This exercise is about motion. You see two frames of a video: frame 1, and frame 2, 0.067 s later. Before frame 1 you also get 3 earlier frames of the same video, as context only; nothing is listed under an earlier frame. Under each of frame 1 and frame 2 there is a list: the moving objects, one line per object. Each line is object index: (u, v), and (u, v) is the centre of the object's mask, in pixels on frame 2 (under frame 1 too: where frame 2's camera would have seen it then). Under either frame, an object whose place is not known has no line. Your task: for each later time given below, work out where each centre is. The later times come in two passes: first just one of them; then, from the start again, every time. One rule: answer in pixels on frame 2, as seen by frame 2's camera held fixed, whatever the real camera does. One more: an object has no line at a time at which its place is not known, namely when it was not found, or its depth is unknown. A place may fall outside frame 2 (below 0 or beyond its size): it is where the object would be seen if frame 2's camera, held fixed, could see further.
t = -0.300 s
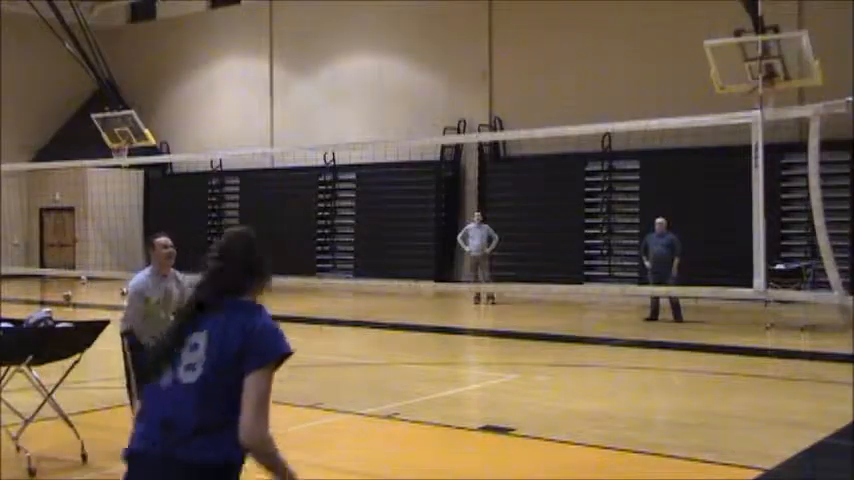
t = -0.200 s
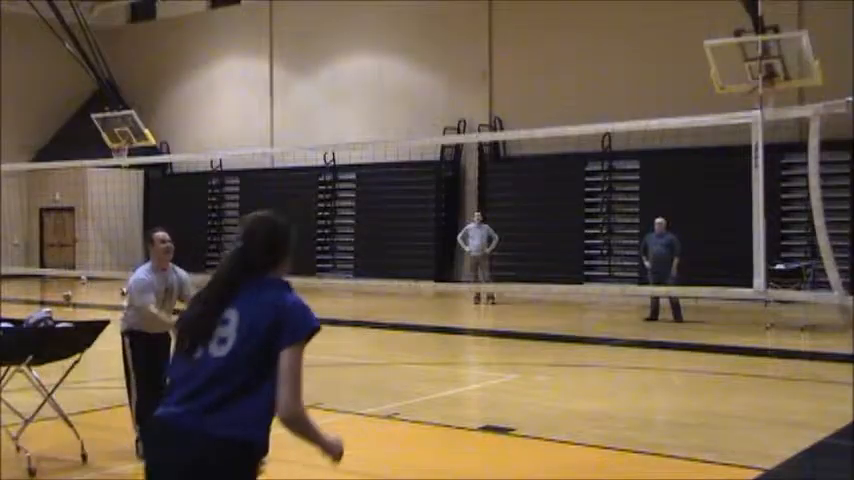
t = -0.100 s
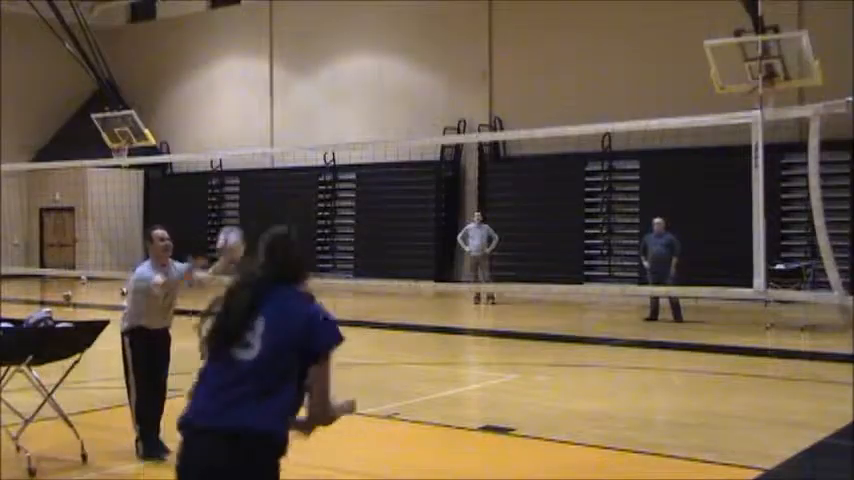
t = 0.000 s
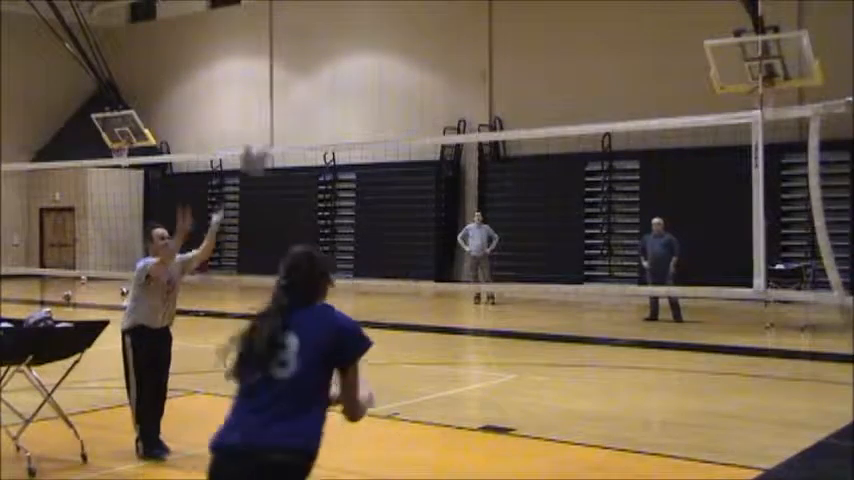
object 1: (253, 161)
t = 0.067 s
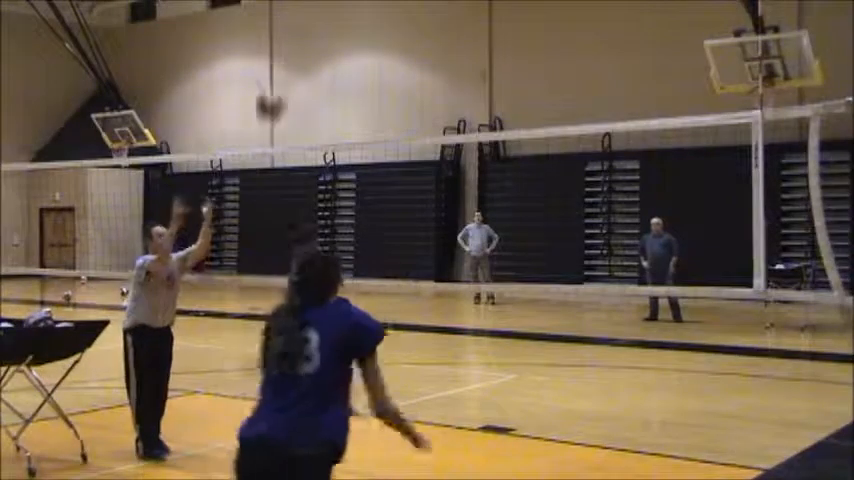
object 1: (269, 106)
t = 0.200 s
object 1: (303, 15)
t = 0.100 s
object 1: (277, 80)
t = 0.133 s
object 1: (287, 56)
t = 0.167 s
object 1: (292, 32)
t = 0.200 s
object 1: (303, 15)
